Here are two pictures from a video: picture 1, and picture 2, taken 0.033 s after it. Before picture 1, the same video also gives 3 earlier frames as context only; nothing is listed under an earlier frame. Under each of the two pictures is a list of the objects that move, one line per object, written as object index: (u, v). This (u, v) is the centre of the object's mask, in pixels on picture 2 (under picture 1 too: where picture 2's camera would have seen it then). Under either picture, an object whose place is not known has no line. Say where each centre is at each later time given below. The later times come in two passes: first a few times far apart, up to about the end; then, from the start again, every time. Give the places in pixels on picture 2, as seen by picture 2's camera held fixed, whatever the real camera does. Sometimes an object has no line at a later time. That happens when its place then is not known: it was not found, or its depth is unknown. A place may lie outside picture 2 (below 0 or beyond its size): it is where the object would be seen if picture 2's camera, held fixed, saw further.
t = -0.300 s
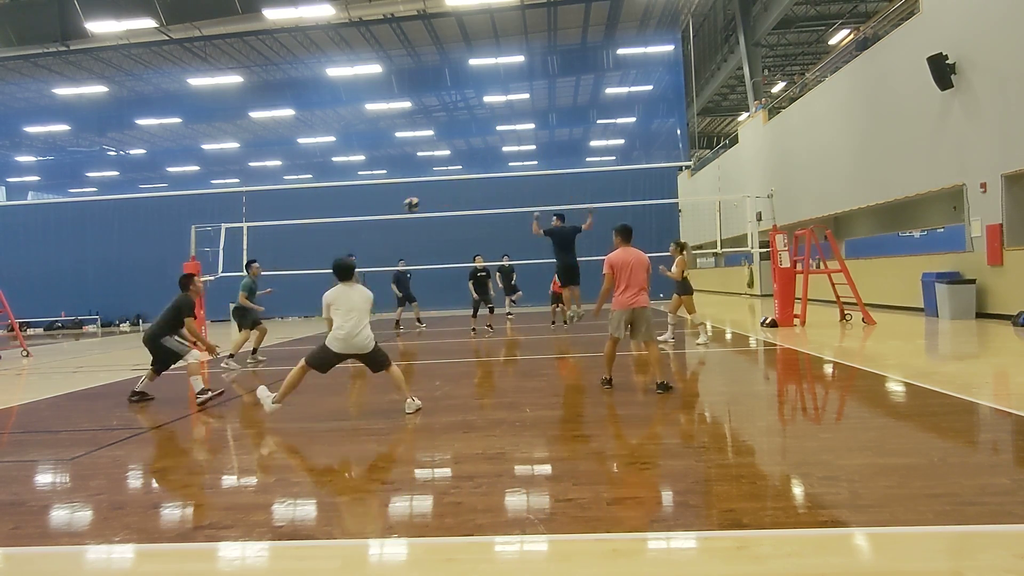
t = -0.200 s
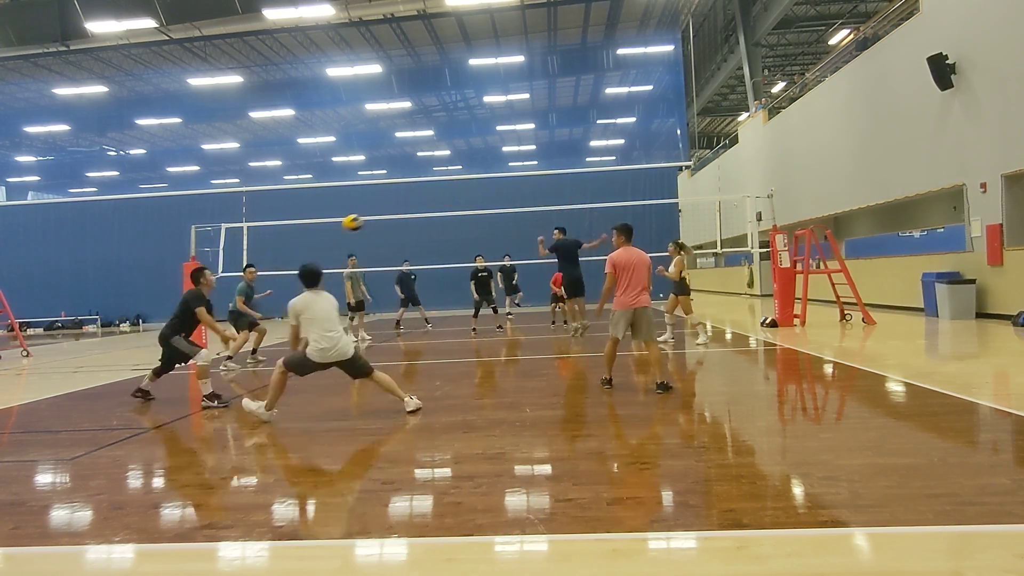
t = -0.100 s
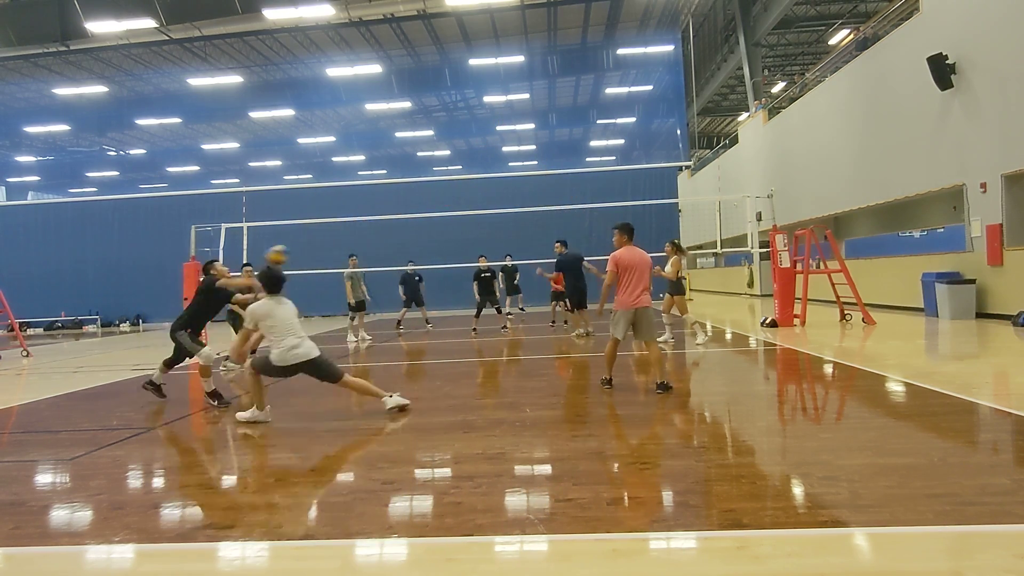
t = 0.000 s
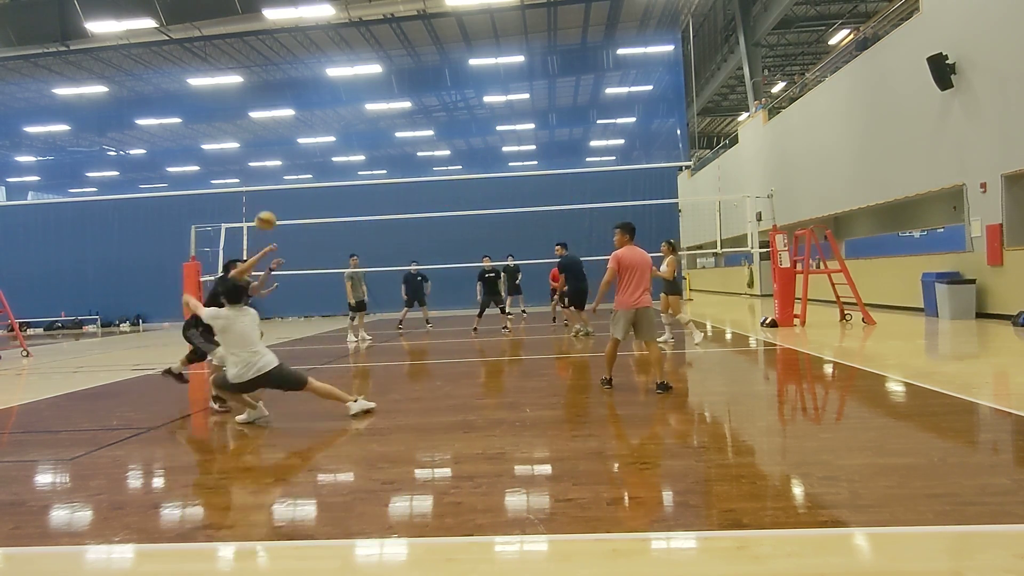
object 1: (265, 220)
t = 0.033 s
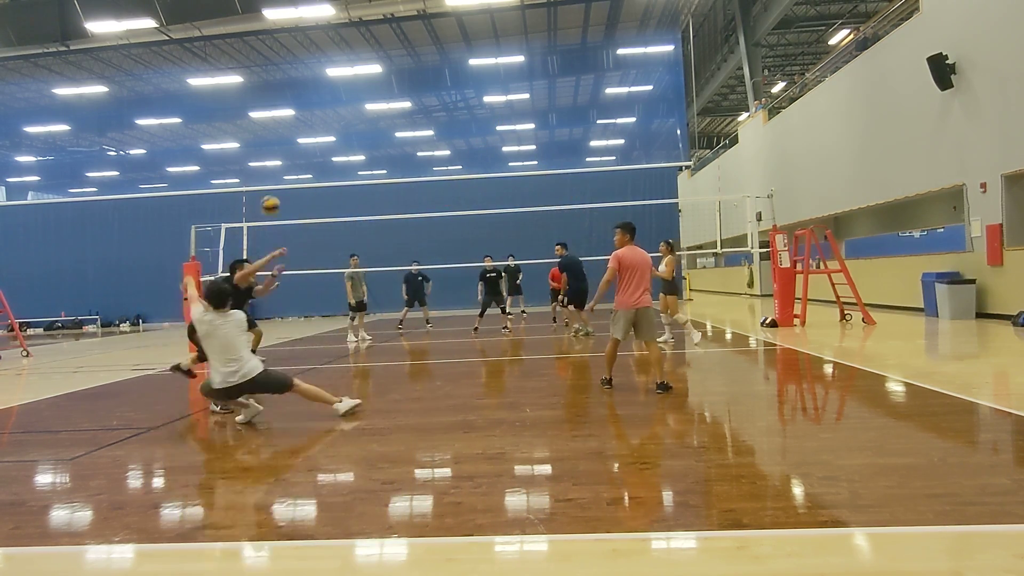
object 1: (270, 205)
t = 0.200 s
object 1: (288, 155)
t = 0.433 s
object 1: (303, 137)
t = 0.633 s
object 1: (311, 151)
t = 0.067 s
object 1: (274, 192)
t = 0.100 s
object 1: (277, 180)
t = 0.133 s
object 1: (281, 171)
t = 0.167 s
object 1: (284, 162)
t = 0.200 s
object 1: (288, 155)
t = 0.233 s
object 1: (290, 150)
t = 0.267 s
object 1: (292, 145)
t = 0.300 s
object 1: (295, 142)
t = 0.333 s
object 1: (297, 140)
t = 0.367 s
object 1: (299, 138)
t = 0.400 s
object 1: (301, 137)
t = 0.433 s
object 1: (303, 137)
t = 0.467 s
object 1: (304, 139)
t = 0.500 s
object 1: (306, 140)
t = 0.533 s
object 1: (308, 142)
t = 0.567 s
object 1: (309, 145)
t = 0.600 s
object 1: (310, 149)
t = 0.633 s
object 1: (311, 151)
